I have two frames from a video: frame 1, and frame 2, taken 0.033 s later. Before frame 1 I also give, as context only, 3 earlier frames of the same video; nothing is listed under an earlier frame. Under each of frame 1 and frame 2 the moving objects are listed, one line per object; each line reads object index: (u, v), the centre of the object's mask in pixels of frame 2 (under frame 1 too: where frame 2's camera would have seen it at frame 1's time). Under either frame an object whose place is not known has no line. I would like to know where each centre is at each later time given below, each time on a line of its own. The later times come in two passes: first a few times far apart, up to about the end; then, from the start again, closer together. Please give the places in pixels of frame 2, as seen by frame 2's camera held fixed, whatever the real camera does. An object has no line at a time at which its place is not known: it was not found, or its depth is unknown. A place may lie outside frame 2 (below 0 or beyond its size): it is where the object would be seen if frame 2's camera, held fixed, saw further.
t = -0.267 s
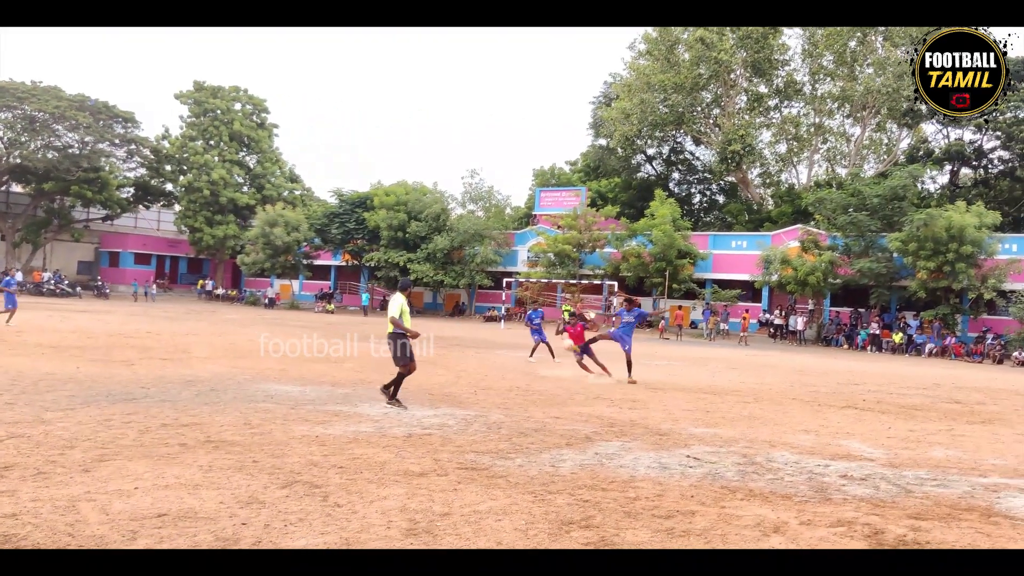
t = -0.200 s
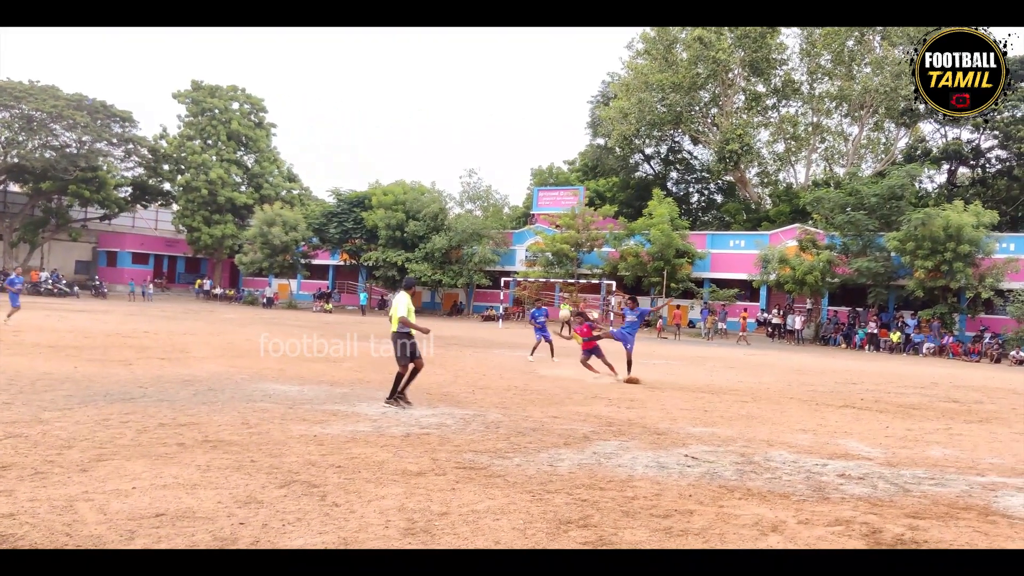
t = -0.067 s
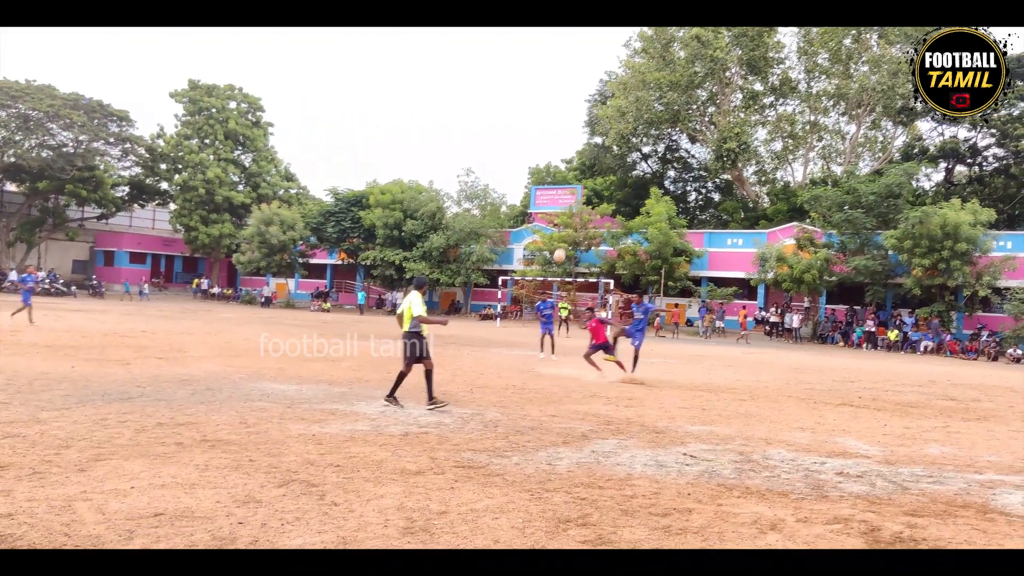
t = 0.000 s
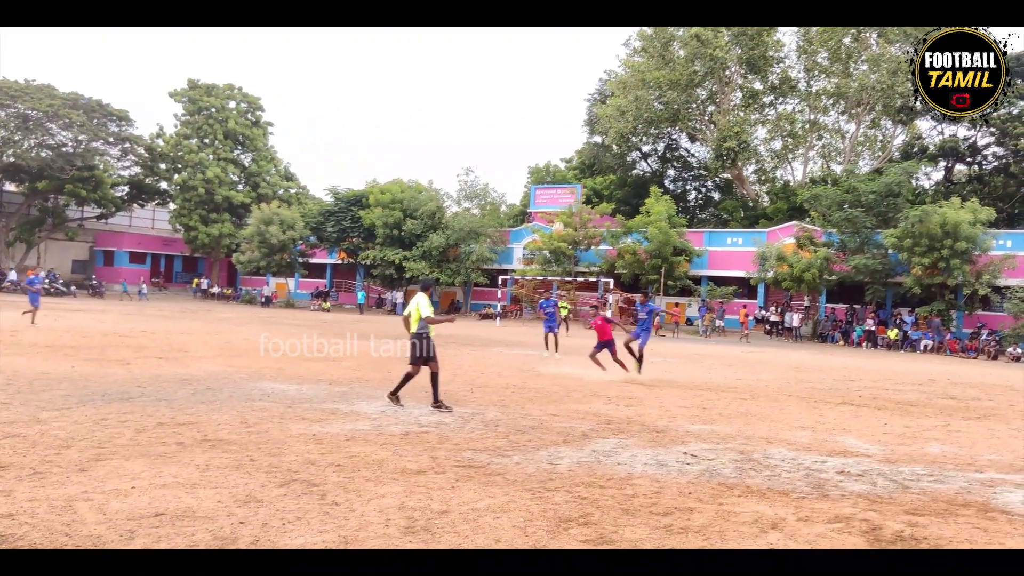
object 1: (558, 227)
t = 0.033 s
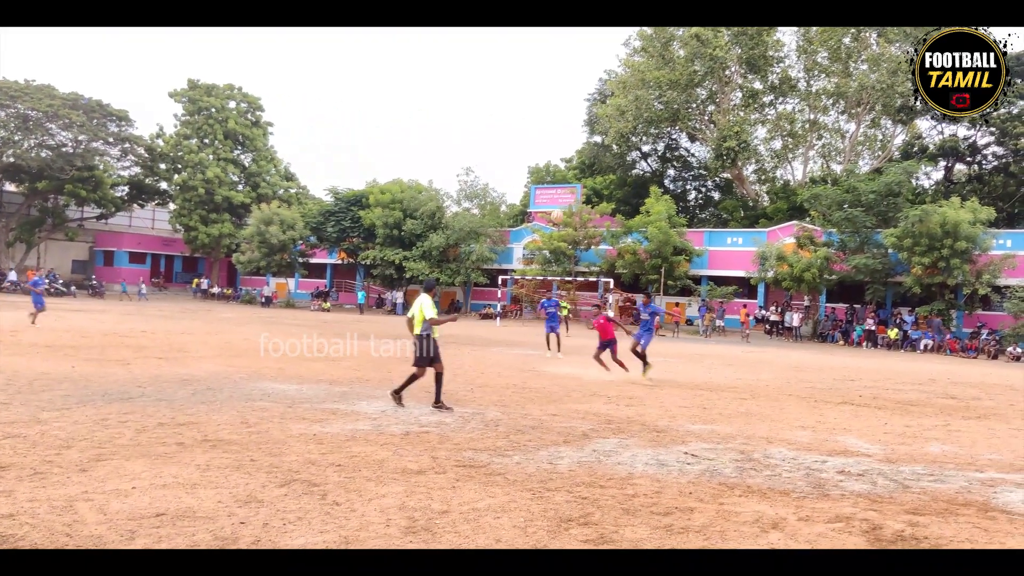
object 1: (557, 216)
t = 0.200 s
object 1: (553, 163)
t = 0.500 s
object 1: (542, 94)
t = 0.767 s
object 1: (526, 70)
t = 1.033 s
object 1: (509, 88)
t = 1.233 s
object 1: (494, 134)
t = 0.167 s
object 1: (554, 170)
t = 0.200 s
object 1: (553, 163)
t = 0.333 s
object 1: (548, 127)
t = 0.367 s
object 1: (547, 119)
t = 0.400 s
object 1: (546, 112)
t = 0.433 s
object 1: (545, 105)
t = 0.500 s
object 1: (542, 94)
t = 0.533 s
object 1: (540, 89)
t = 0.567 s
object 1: (538, 84)
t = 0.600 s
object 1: (537, 80)
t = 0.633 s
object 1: (534, 76)
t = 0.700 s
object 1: (530, 71)
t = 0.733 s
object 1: (528, 70)
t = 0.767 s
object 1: (526, 70)
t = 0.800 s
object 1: (524, 70)
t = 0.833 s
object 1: (522, 70)
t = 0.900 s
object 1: (518, 73)
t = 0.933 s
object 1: (516, 76)
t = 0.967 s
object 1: (514, 79)
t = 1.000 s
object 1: (511, 83)
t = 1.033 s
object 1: (509, 88)
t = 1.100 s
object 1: (504, 100)
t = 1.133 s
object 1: (502, 107)
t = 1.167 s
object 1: (499, 116)
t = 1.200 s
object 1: (496, 124)
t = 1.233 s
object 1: (494, 134)
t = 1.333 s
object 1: (489, 169)
